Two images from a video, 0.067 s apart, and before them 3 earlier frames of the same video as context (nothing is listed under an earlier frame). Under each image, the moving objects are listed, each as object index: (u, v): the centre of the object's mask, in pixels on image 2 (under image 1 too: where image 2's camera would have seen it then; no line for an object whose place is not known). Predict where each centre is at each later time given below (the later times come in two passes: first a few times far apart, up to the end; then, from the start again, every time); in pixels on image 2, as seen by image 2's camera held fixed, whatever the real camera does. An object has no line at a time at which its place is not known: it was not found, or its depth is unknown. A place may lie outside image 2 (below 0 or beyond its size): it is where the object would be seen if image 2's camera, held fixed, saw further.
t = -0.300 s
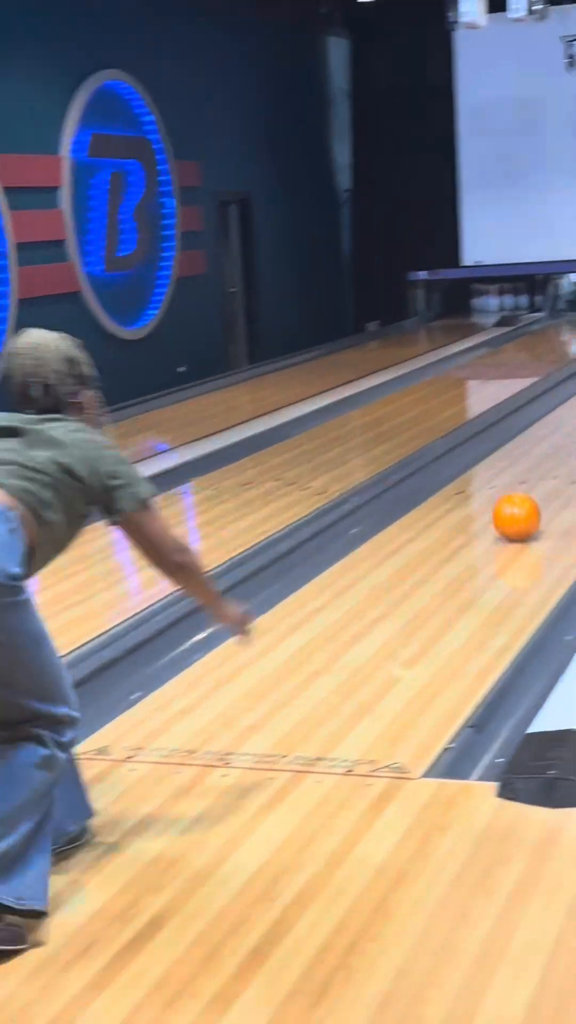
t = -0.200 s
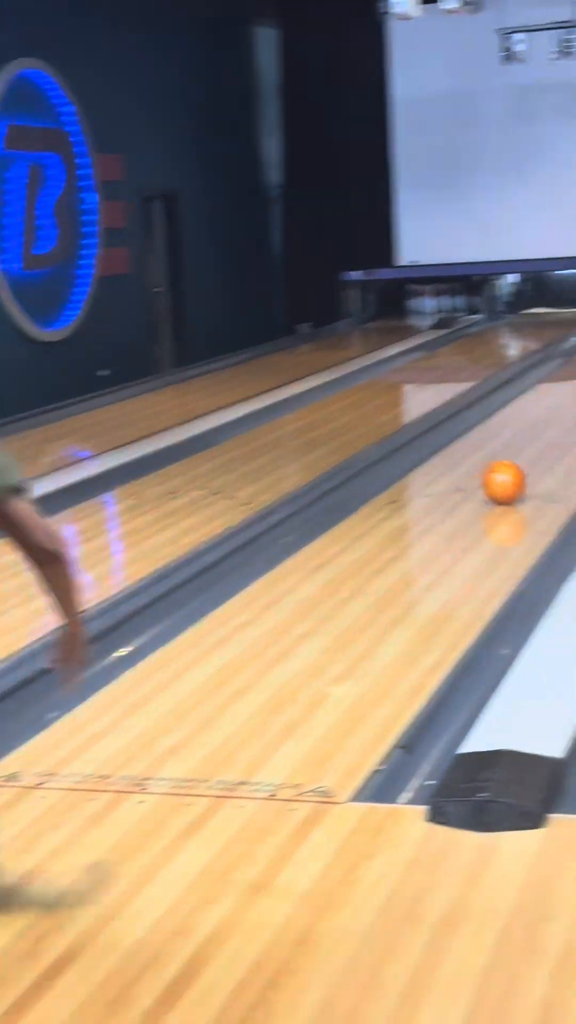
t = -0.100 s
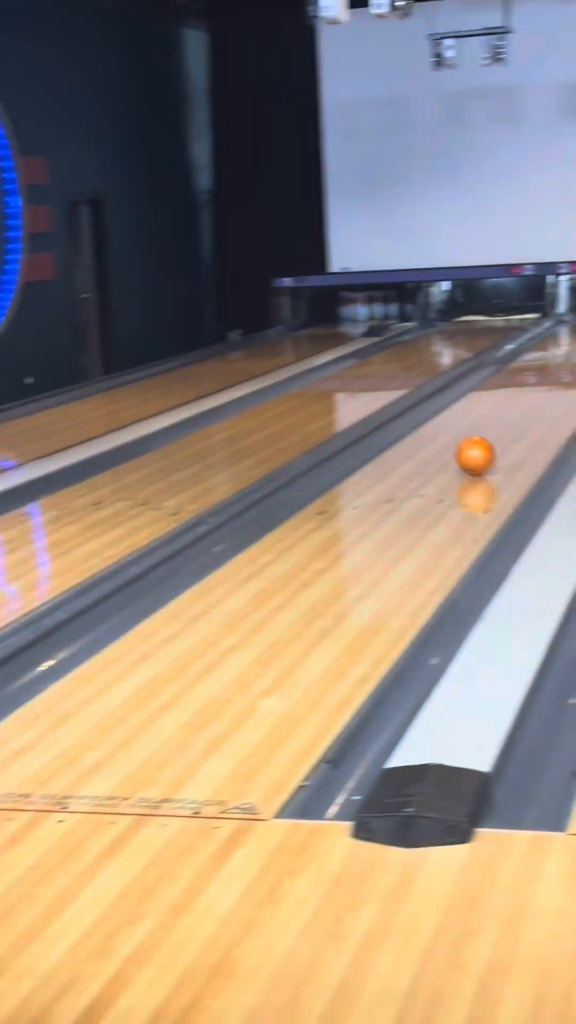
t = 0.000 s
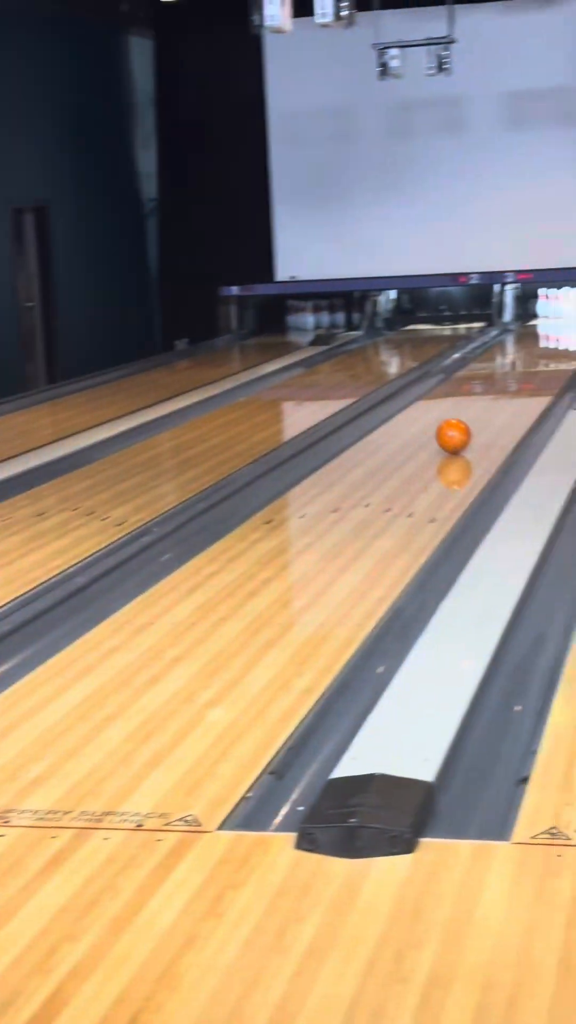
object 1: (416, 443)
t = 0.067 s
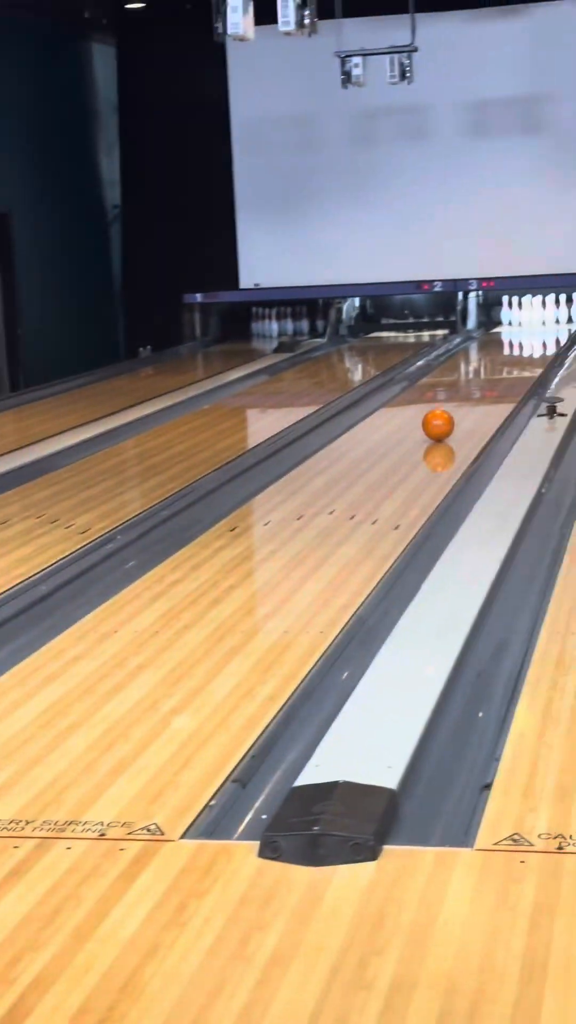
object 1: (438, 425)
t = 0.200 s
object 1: (464, 402)
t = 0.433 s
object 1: (502, 369)
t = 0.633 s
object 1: (526, 348)
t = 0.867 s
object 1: (544, 330)
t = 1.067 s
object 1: (556, 318)
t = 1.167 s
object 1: (573, 315)
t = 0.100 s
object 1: (443, 421)
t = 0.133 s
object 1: (452, 413)
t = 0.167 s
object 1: (460, 406)
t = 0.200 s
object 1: (464, 402)
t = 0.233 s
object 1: (472, 395)
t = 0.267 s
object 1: (478, 390)
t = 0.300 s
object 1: (482, 387)
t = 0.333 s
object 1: (488, 381)
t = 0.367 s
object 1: (495, 376)
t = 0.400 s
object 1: (500, 371)
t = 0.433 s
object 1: (502, 369)
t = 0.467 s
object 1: (508, 364)
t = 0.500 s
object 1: (512, 359)
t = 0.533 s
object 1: (514, 357)
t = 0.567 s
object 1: (519, 353)
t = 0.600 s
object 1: (524, 349)
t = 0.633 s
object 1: (526, 348)
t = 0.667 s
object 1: (529, 344)
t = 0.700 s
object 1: (533, 341)
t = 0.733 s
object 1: (536, 338)
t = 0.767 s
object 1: (537, 336)
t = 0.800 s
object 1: (540, 334)
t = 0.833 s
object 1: (543, 331)
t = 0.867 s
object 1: (544, 330)
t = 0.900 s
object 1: (546, 328)
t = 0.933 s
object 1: (549, 326)
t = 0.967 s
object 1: (550, 324)
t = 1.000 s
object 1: (552, 322)
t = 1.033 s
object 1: (553, 320)
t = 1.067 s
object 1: (556, 318)
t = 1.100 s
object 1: (560, 316)
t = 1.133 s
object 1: (566, 316)
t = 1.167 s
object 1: (573, 315)
